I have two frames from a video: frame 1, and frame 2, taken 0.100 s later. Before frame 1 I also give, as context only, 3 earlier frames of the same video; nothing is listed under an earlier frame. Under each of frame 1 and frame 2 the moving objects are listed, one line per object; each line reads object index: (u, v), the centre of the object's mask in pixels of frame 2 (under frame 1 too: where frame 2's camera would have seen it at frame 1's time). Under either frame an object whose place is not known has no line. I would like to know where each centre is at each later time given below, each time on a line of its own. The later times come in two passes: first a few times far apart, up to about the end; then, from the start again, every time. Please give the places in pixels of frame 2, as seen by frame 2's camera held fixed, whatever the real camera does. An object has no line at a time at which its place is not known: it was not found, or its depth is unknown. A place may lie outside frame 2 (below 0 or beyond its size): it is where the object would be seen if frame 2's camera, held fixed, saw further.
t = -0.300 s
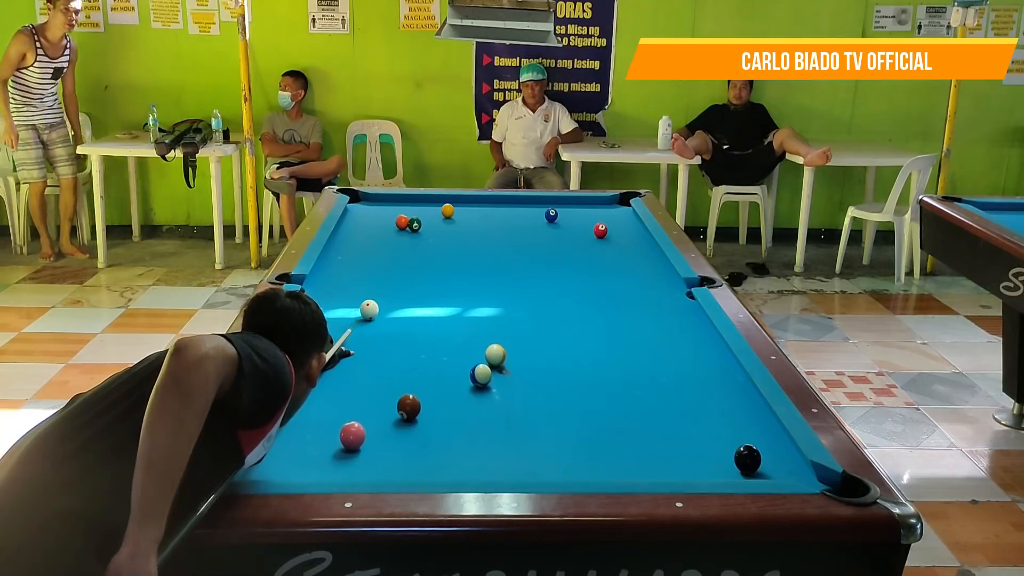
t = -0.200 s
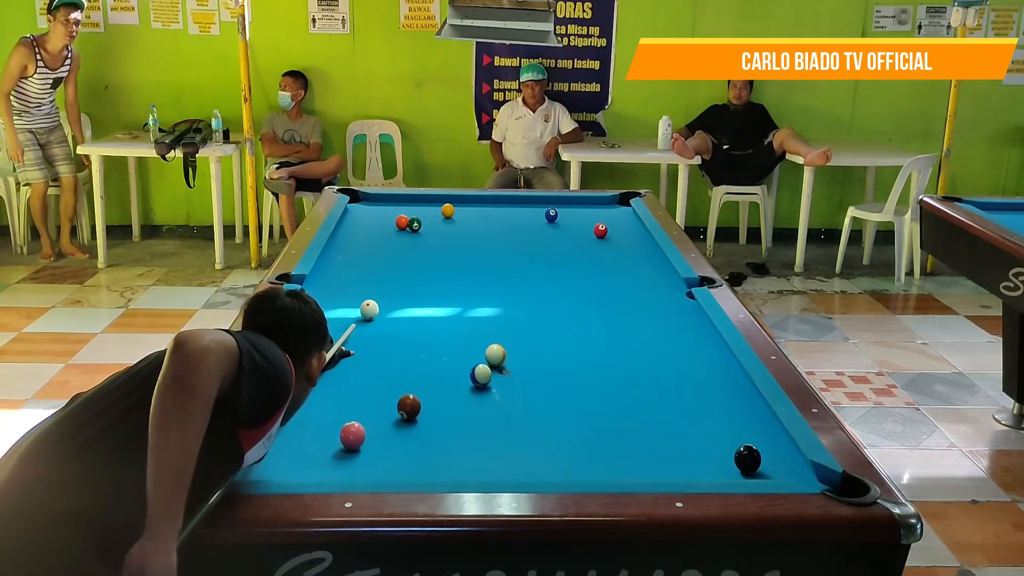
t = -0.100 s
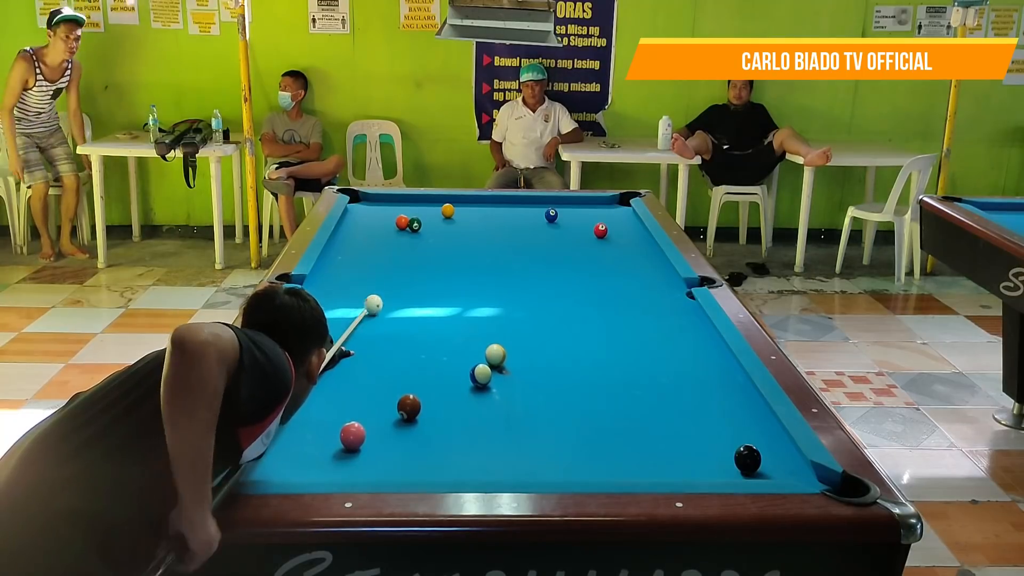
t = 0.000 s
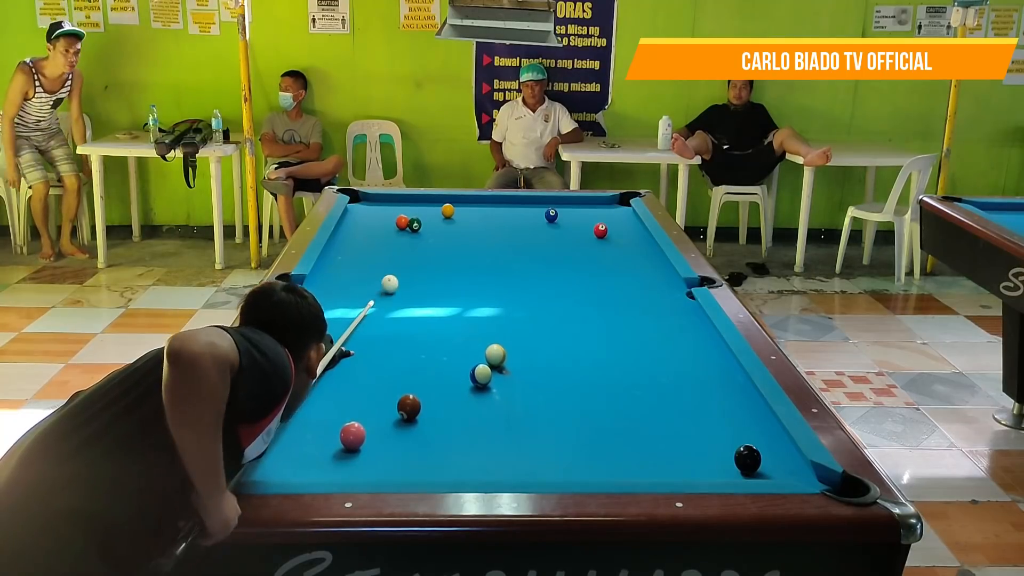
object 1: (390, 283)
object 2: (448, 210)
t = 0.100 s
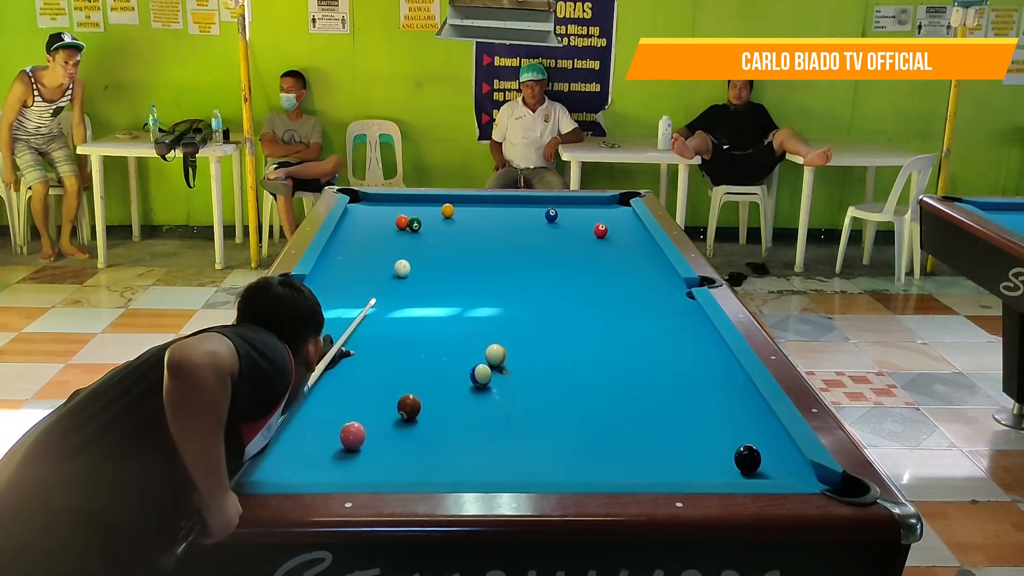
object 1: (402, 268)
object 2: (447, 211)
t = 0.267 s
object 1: (417, 248)
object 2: (447, 211)
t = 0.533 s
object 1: (437, 222)
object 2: (448, 210)
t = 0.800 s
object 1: (440, 211)
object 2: (461, 201)
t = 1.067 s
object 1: (436, 205)
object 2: (474, 203)
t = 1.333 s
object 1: (433, 200)
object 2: (485, 210)
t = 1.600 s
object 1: (427, 198)
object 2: (497, 218)
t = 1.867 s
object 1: (414, 200)
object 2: (509, 225)
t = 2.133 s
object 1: (403, 202)
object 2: (521, 232)
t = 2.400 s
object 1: (392, 203)
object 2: (533, 240)
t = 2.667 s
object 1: (382, 205)
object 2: (545, 247)
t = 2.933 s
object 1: (374, 206)
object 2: (556, 255)
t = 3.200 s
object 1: (367, 207)
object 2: (568, 262)
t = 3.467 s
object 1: (360, 208)
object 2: (579, 269)
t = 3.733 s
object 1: (356, 209)
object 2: (590, 276)
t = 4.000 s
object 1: (353, 209)
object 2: (600, 282)
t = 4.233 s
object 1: (351, 210)
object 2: (609, 287)
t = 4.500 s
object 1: (351, 210)
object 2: (618, 293)
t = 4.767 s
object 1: (351, 210)
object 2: (627, 299)
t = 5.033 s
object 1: (351, 210)
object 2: (635, 304)
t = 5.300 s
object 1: (351, 210)
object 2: (643, 308)
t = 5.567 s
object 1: (351, 210)
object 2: (650, 312)
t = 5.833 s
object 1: (351, 210)
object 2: (655, 316)
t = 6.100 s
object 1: (351, 210)
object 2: (660, 318)
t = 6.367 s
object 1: (351, 210)
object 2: (663, 320)
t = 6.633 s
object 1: (351, 210)
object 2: (664, 322)
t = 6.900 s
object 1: (351, 210)
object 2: (665, 322)
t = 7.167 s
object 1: (352, 210)
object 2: (664, 322)
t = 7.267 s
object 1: (352, 210)
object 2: (664, 322)
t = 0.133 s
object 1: (406, 264)
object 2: (448, 211)
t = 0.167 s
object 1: (409, 260)
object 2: (448, 211)
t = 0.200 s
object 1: (412, 256)
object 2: (448, 211)
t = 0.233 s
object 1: (415, 252)
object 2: (448, 211)
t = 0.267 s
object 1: (417, 248)
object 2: (447, 211)
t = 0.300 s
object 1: (420, 245)
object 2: (447, 211)
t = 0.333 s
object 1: (423, 241)
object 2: (448, 210)
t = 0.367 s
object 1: (425, 238)
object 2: (448, 210)
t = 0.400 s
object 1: (428, 234)
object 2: (448, 210)
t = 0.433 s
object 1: (430, 231)
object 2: (448, 210)
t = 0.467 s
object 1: (433, 228)
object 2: (448, 210)
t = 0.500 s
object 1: (435, 225)
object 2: (448, 210)
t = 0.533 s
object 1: (437, 222)
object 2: (448, 210)
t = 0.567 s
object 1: (439, 219)
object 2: (448, 210)
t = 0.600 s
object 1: (442, 216)
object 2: (449, 209)
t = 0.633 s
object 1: (444, 214)
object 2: (450, 208)
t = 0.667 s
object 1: (443, 213)
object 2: (451, 208)
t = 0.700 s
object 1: (442, 213)
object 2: (453, 206)
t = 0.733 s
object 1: (441, 212)
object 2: (456, 204)
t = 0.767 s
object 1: (440, 212)
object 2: (458, 203)
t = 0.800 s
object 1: (440, 211)
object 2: (461, 201)
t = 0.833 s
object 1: (439, 210)
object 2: (463, 200)
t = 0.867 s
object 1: (439, 210)
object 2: (465, 198)
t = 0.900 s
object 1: (438, 209)
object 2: (466, 199)
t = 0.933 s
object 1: (438, 208)
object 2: (468, 200)
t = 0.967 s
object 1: (438, 207)
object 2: (469, 200)
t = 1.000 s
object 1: (437, 207)
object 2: (471, 201)
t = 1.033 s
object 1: (437, 206)
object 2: (472, 202)
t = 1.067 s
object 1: (436, 205)
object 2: (474, 203)
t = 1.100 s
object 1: (436, 205)
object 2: (475, 204)
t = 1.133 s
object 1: (435, 204)
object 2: (476, 205)
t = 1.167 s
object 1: (435, 203)
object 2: (478, 206)
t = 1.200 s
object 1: (435, 203)
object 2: (479, 207)
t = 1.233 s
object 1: (434, 202)
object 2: (481, 207)
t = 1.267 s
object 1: (434, 202)
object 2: (482, 208)
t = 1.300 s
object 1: (434, 201)
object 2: (484, 209)
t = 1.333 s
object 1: (433, 200)
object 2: (485, 210)
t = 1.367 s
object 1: (433, 200)
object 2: (486, 211)
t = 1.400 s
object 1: (432, 200)
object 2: (488, 212)
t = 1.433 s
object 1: (432, 199)
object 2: (490, 213)
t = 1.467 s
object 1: (432, 198)
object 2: (491, 214)
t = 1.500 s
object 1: (431, 198)
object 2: (493, 215)
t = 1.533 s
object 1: (430, 198)
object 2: (494, 216)
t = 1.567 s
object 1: (429, 198)
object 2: (496, 217)
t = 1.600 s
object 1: (427, 198)
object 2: (497, 218)
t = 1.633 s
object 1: (425, 198)
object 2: (498, 219)
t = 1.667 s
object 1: (424, 199)
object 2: (500, 220)
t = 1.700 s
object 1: (422, 199)
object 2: (501, 221)
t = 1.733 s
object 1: (420, 199)
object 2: (503, 221)
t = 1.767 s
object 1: (419, 199)
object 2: (505, 222)
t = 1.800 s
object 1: (417, 200)
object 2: (506, 223)
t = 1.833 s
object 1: (416, 200)
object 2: (508, 224)
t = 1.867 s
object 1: (414, 200)
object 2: (509, 225)
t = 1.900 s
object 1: (413, 200)
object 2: (511, 226)
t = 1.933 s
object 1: (411, 200)
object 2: (512, 227)
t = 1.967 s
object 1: (410, 201)
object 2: (514, 228)
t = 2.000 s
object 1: (409, 201)
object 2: (515, 229)
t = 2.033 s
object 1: (407, 201)
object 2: (516, 230)
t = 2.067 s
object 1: (406, 201)
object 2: (518, 231)
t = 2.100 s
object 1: (404, 201)
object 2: (519, 231)
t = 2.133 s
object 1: (403, 202)
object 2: (521, 232)
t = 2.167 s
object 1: (401, 202)
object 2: (522, 233)
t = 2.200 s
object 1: (400, 202)
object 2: (524, 234)
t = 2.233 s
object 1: (399, 202)
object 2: (525, 235)
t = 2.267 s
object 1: (397, 202)
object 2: (527, 236)
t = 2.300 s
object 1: (396, 203)
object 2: (528, 237)
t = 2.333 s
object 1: (395, 203)
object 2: (530, 238)
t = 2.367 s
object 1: (393, 203)
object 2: (531, 239)
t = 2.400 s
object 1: (392, 203)
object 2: (533, 240)
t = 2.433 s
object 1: (391, 203)
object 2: (534, 241)
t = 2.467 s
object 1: (390, 204)
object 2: (536, 242)
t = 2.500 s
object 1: (388, 204)
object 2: (537, 243)
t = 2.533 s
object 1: (387, 204)
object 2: (539, 244)
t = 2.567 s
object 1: (386, 204)
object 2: (540, 244)
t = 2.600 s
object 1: (385, 204)
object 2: (542, 245)
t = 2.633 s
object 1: (384, 204)
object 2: (543, 246)
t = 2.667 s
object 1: (382, 205)
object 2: (545, 247)
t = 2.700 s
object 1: (381, 205)
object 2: (546, 248)
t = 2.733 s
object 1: (380, 205)
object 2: (548, 249)
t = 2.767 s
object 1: (379, 205)
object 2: (549, 250)
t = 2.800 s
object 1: (378, 205)
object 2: (551, 251)
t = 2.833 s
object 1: (377, 206)
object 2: (552, 252)
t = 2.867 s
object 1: (376, 206)
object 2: (554, 253)
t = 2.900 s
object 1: (375, 206)
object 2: (555, 254)
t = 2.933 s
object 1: (374, 206)
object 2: (556, 255)
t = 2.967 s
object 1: (373, 206)
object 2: (558, 255)
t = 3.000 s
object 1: (372, 206)
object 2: (559, 256)
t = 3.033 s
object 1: (371, 206)
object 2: (561, 257)
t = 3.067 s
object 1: (370, 207)
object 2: (562, 258)
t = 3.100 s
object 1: (369, 207)
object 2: (564, 259)
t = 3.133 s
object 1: (368, 207)
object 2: (565, 260)
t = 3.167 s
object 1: (368, 207)
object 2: (567, 261)
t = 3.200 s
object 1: (367, 207)
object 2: (568, 262)
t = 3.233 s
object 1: (366, 207)
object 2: (569, 263)
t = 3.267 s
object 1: (365, 207)
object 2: (571, 264)
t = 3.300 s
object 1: (364, 207)
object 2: (572, 264)
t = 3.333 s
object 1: (363, 208)
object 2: (574, 265)
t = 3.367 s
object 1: (362, 208)
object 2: (575, 266)
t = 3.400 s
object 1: (362, 208)
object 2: (577, 267)
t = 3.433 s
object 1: (361, 208)
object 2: (578, 268)
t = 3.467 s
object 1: (360, 208)
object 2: (579, 269)
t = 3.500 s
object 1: (360, 208)
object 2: (581, 270)
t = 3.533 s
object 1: (359, 208)
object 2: (582, 270)
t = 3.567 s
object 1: (359, 208)
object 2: (583, 271)
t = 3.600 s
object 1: (358, 208)
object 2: (585, 272)
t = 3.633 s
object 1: (357, 209)
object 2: (586, 273)
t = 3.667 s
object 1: (357, 209)
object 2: (587, 274)
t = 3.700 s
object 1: (356, 209)
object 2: (589, 275)
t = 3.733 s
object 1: (356, 209)
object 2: (590, 276)
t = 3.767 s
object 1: (356, 209)
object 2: (591, 276)
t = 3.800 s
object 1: (355, 209)
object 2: (593, 277)
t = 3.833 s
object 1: (355, 209)
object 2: (594, 278)
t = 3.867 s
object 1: (354, 209)
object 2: (595, 279)
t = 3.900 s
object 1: (354, 209)
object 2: (597, 280)
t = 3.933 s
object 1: (353, 209)
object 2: (598, 280)
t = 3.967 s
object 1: (353, 209)
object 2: (599, 281)
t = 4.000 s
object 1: (353, 209)
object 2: (600, 282)
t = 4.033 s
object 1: (352, 209)
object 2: (602, 283)
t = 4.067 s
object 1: (352, 209)
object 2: (603, 284)
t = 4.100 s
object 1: (352, 210)
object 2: (604, 284)
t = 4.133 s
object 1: (351, 210)
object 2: (605, 285)
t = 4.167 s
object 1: (351, 210)
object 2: (607, 286)
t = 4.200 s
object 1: (351, 210)
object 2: (608, 287)
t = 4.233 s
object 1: (351, 210)
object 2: (609, 287)
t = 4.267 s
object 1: (351, 210)
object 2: (610, 288)
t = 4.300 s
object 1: (351, 210)
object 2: (611, 289)
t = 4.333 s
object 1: (351, 210)
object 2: (613, 290)
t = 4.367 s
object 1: (351, 210)
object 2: (614, 290)
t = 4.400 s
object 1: (351, 210)
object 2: (615, 291)
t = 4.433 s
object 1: (351, 210)
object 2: (616, 292)
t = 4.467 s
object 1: (351, 210)
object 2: (617, 293)
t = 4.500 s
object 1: (351, 210)
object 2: (618, 293)
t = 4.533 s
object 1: (351, 210)
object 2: (619, 294)
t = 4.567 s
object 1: (351, 210)
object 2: (620, 295)
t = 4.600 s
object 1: (351, 210)
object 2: (622, 295)
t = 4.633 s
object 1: (351, 210)
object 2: (623, 296)
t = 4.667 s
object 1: (351, 210)
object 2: (624, 297)
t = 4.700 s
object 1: (351, 210)
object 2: (625, 298)
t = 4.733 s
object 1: (351, 210)
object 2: (626, 298)
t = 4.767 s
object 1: (351, 210)
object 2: (627, 299)
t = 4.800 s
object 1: (351, 210)
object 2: (628, 300)
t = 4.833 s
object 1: (351, 209)
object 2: (629, 300)
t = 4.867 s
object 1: (351, 210)
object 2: (630, 301)
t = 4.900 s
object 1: (351, 210)
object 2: (631, 301)
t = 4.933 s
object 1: (351, 210)
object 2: (632, 302)
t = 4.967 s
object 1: (351, 210)
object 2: (633, 303)
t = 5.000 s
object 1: (351, 210)
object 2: (634, 303)
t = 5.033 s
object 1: (351, 210)
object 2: (635, 304)
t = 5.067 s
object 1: (351, 210)
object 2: (636, 304)
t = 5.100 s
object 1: (351, 210)
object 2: (637, 305)
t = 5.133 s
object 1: (351, 210)
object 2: (638, 306)
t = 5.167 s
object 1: (351, 210)
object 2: (639, 306)
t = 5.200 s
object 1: (351, 210)
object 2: (640, 307)
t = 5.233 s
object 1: (351, 210)
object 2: (641, 307)
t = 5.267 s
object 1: (351, 210)
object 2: (642, 308)
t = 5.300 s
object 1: (351, 210)
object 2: (643, 308)
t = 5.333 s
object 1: (351, 210)
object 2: (644, 309)
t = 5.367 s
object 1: (351, 210)
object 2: (645, 309)
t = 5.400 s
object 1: (351, 210)
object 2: (646, 310)
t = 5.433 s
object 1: (351, 210)
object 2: (647, 310)
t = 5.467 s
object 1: (351, 210)
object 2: (647, 311)
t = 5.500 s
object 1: (351, 210)
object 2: (648, 311)
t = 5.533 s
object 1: (351, 210)
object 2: (649, 312)
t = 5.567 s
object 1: (351, 210)
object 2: (650, 312)
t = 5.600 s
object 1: (351, 210)
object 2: (650, 313)
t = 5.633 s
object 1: (351, 210)
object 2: (651, 313)
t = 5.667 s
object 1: (351, 210)
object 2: (652, 314)
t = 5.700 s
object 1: (351, 210)
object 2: (652, 314)
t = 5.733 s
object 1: (351, 210)
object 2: (653, 314)
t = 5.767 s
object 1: (351, 210)
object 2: (654, 315)
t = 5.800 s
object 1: (351, 210)
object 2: (655, 315)
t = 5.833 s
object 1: (351, 210)
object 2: (655, 316)
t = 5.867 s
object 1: (351, 210)
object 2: (656, 316)
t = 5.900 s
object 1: (351, 210)
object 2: (656, 316)
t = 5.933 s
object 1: (351, 210)
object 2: (657, 317)
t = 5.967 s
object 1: (351, 210)
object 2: (658, 317)
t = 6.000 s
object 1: (351, 210)
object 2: (658, 317)
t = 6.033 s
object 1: (351, 210)
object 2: (659, 318)
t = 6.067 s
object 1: (351, 210)
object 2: (659, 318)
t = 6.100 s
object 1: (351, 210)
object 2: (660, 318)
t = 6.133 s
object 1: (351, 210)
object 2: (660, 319)
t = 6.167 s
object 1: (351, 210)
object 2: (661, 319)
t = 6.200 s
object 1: (351, 210)
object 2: (661, 319)
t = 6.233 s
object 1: (351, 210)
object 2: (661, 319)
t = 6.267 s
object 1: (351, 210)
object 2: (662, 320)
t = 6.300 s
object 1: (351, 210)
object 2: (662, 320)
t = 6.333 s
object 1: (351, 210)
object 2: (662, 320)
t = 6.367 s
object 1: (351, 210)
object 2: (663, 320)
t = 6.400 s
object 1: (351, 210)
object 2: (663, 320)
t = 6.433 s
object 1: (351, 210)
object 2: (663, 320)
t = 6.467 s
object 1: (351, 210)
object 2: (664, 321)
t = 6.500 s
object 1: (351, 210)
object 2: (664, 321)
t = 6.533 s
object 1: (351, 210)
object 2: (664, 321)
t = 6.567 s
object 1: (351, 210)
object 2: (664, 321)
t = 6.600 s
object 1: (351, 210)
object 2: (664, 321)
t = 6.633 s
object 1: (351, 210)
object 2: (664, 322)
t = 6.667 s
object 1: (351, 210)
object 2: (664, 322)
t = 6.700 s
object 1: (351, 210)
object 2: (664, 322)
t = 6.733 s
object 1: (351, 210)
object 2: (665, 322)
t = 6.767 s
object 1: (351, 210)
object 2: (665, 322)
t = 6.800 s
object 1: (351, 210)
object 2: (665, 322)
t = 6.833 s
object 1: (351, 210)
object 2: (665, 322)
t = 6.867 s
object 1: (351, 210)
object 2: (665, 322)
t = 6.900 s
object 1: (351, 210)
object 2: (665, 322)
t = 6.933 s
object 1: (351, 210)
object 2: (665, 322)
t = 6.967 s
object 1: (351, 210)
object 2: (665, 322)
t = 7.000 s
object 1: (351, 210)
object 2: (664, 322)
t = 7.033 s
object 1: (352, 210)
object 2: (664, 322)
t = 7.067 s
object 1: (352, 210)
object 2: (664, 322)
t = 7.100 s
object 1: (352, 210)
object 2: (664, 322)
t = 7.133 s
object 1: (352, 210)
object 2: (664, 322)
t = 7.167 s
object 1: (352, 210)
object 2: (664, 322)
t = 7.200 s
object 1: (352, 210)
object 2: (664, 322)
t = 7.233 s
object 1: (352, 210)
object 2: (664, 322)
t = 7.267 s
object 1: (352, 210)
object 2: (664, 322)
